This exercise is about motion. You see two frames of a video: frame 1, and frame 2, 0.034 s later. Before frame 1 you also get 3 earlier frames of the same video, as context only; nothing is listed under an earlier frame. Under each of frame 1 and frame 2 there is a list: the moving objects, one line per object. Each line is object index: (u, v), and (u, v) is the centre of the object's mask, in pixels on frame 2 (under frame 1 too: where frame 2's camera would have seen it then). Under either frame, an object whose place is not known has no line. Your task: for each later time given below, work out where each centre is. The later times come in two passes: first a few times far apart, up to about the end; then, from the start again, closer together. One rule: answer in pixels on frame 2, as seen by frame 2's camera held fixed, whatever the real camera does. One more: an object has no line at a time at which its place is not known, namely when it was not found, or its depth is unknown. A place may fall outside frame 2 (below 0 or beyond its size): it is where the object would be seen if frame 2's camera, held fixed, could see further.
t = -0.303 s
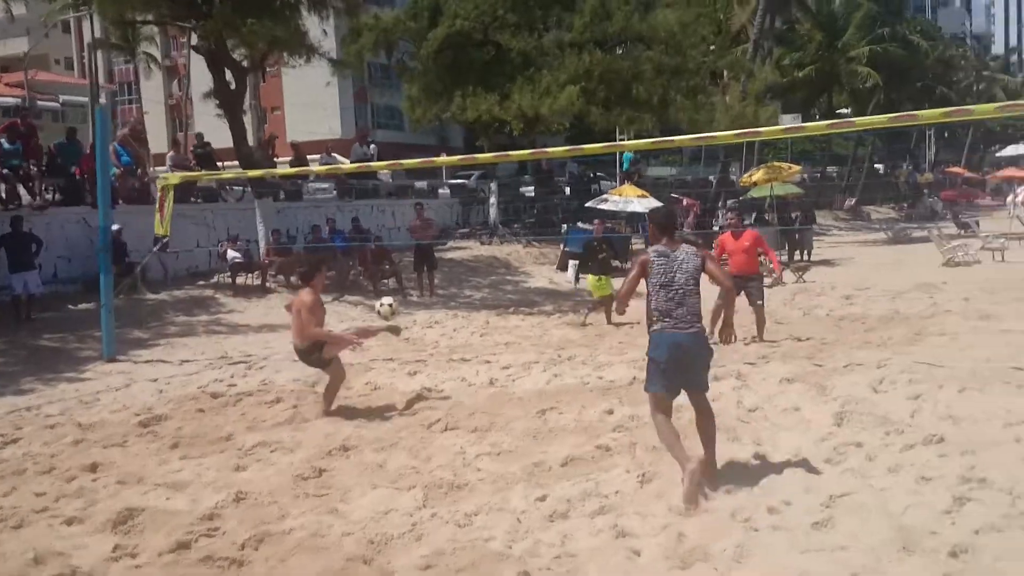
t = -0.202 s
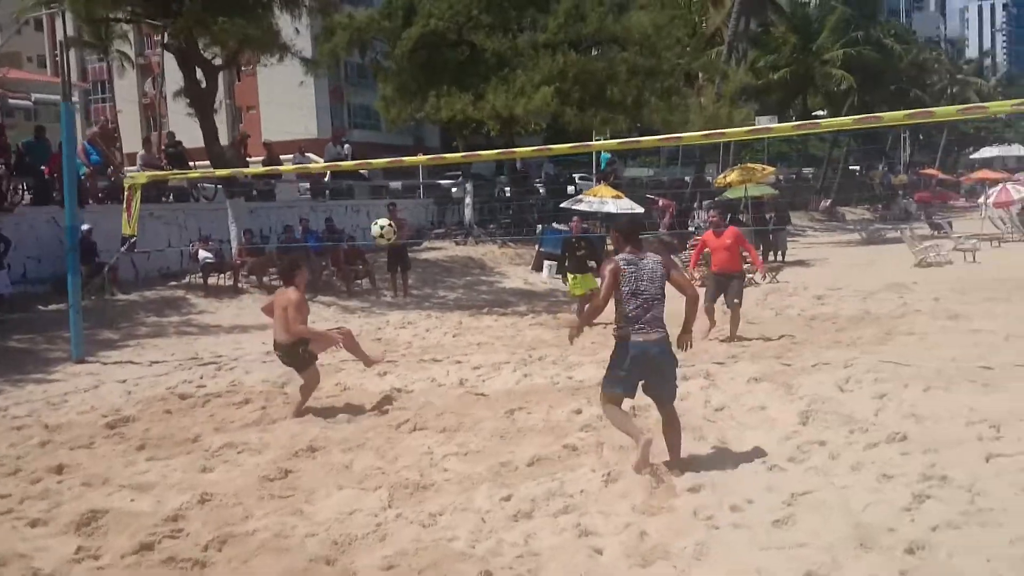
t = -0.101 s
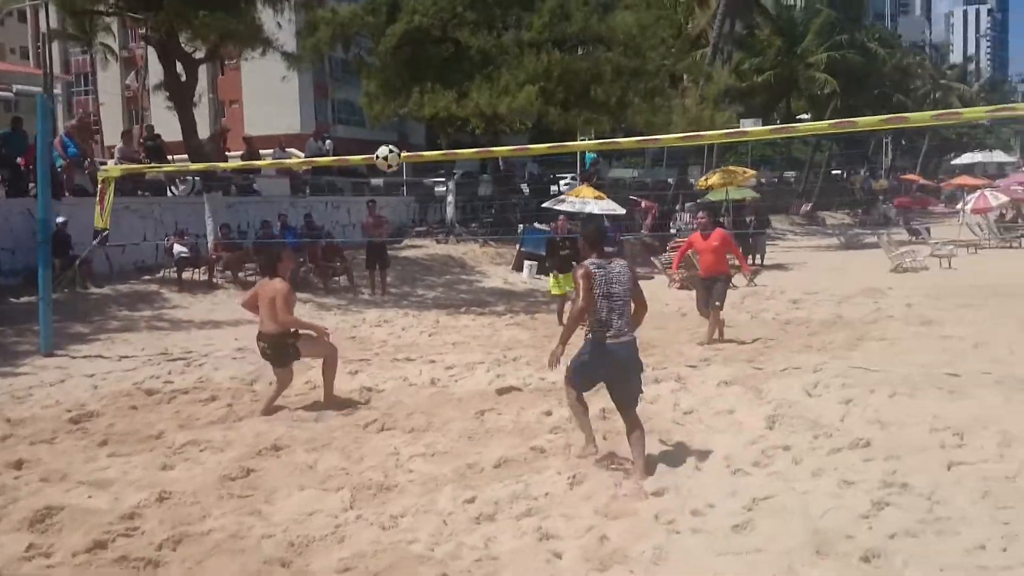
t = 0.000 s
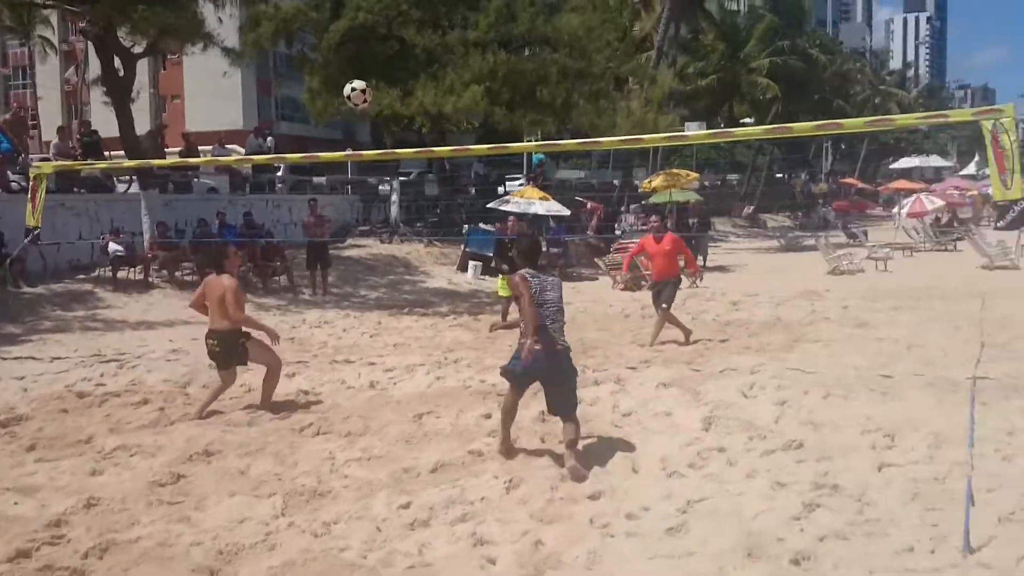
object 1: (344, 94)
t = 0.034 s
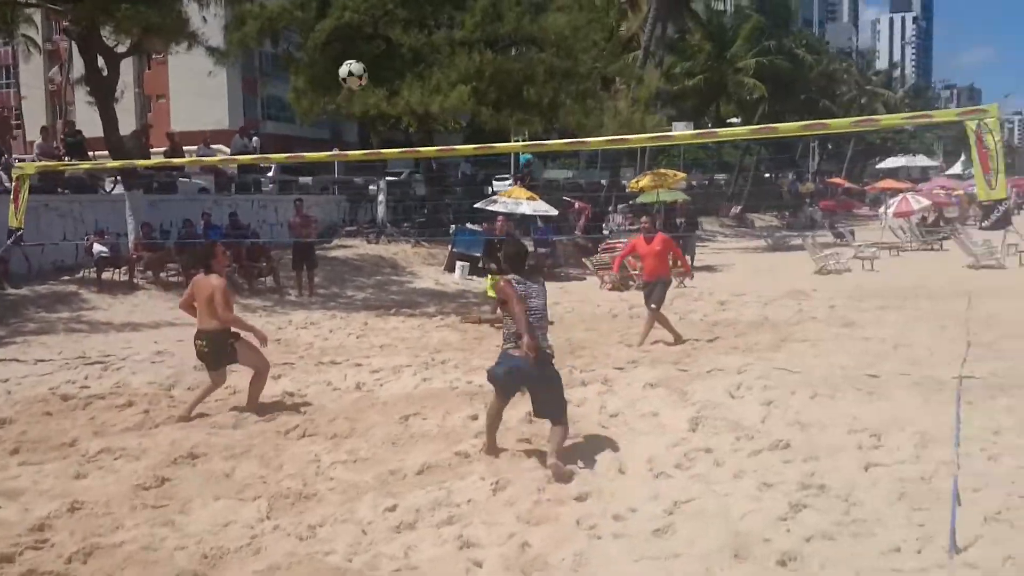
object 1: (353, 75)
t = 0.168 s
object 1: (394, 11)
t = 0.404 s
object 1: (475, -56)
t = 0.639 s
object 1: (561, -31)
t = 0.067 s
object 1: (362, 57)
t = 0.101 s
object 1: (372, 40)
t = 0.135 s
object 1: (382, 24)
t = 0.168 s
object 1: (394, 11)
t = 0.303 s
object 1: (437, -21)
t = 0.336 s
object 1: (448, -33)
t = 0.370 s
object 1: (467, -47)
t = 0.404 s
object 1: (475, -56)
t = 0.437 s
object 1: (487, -57)
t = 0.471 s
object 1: (499, -59)
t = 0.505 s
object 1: (509, -57)
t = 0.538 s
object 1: (523, -55)
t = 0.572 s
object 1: (536, -50)
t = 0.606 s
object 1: (547, -40)
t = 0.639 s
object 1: (561, -31)
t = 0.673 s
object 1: (573, -22)
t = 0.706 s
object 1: (590, -9)
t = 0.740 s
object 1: (607, 3)
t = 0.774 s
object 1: (619, 18)
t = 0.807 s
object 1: (633, 33)
